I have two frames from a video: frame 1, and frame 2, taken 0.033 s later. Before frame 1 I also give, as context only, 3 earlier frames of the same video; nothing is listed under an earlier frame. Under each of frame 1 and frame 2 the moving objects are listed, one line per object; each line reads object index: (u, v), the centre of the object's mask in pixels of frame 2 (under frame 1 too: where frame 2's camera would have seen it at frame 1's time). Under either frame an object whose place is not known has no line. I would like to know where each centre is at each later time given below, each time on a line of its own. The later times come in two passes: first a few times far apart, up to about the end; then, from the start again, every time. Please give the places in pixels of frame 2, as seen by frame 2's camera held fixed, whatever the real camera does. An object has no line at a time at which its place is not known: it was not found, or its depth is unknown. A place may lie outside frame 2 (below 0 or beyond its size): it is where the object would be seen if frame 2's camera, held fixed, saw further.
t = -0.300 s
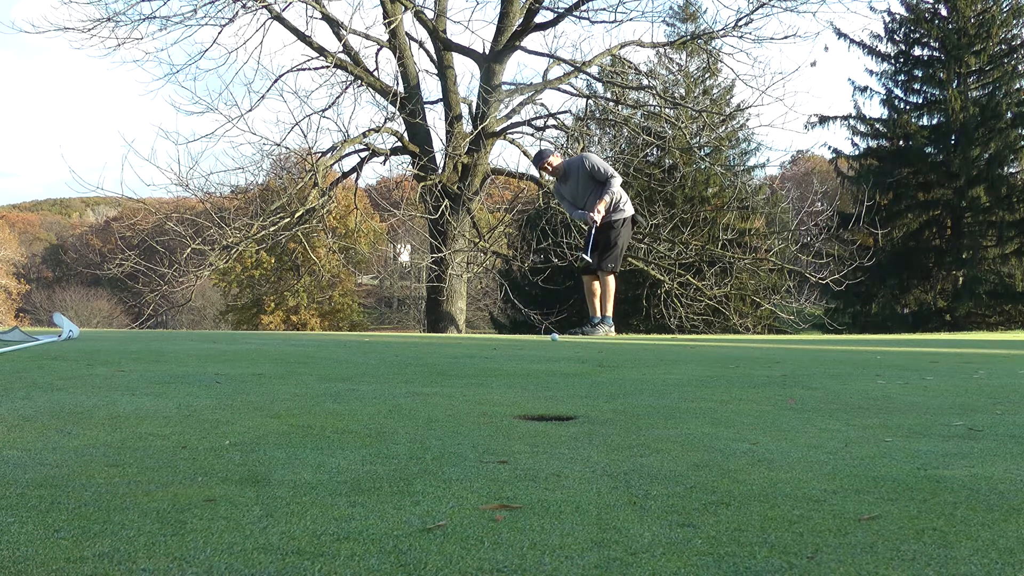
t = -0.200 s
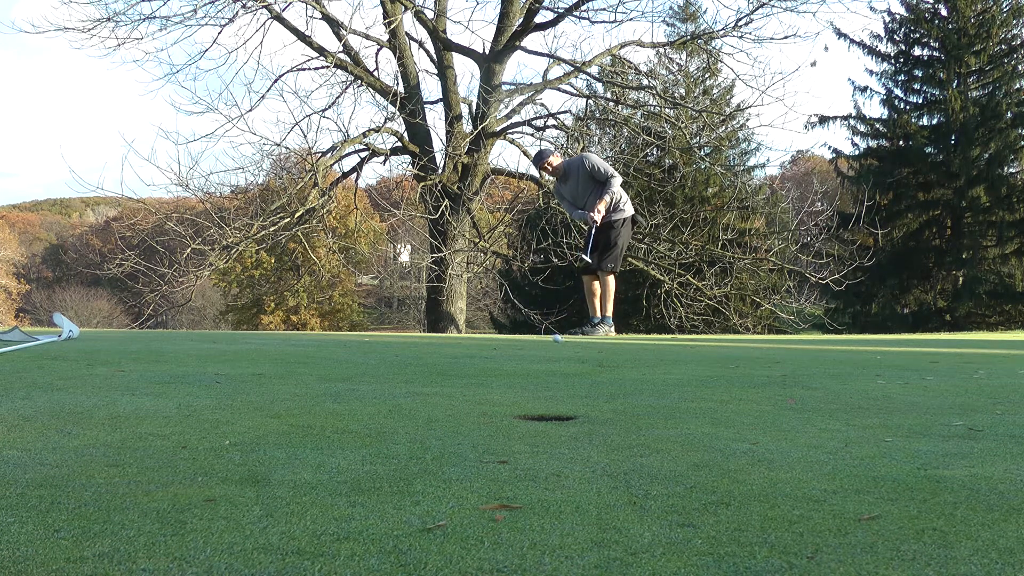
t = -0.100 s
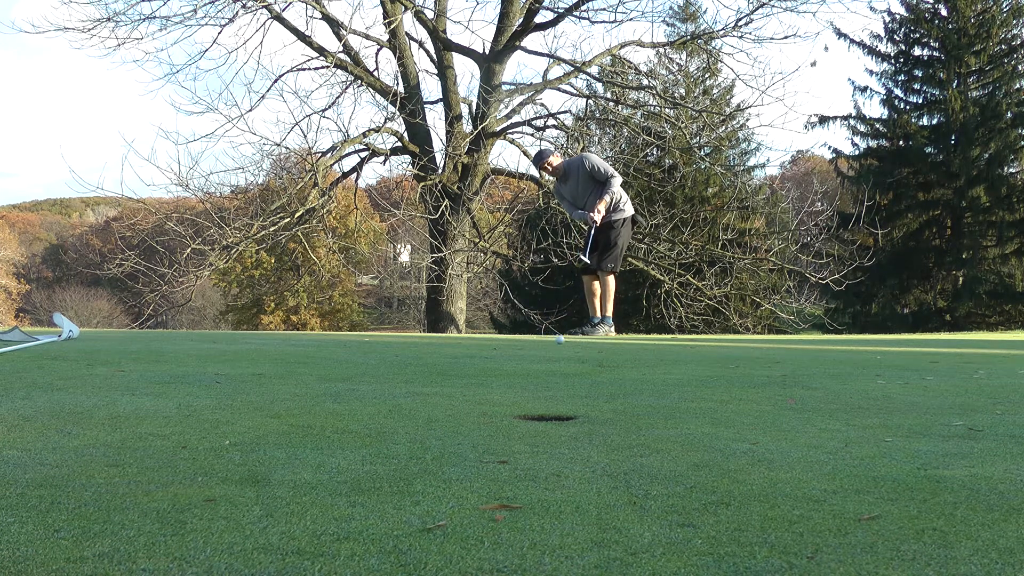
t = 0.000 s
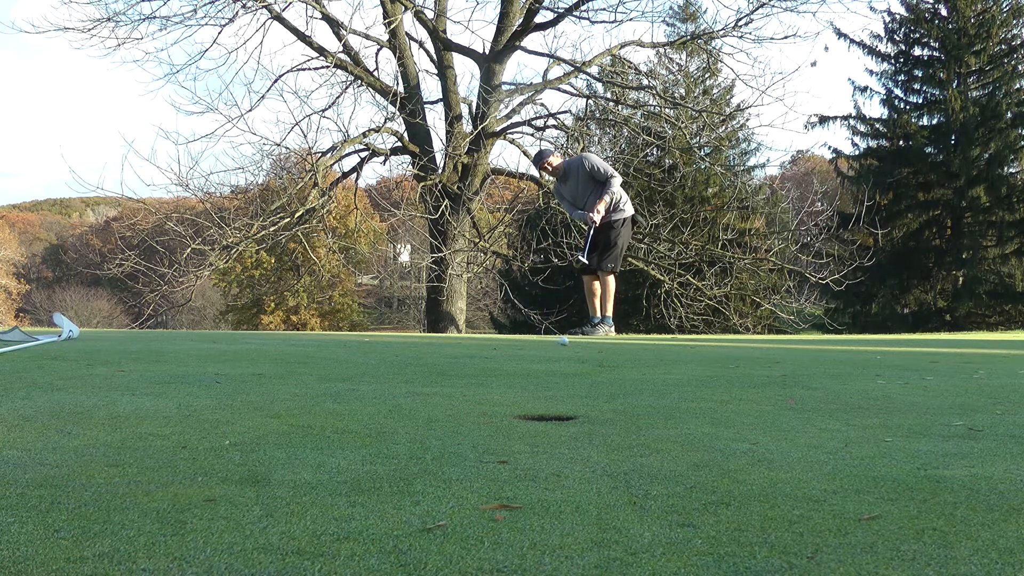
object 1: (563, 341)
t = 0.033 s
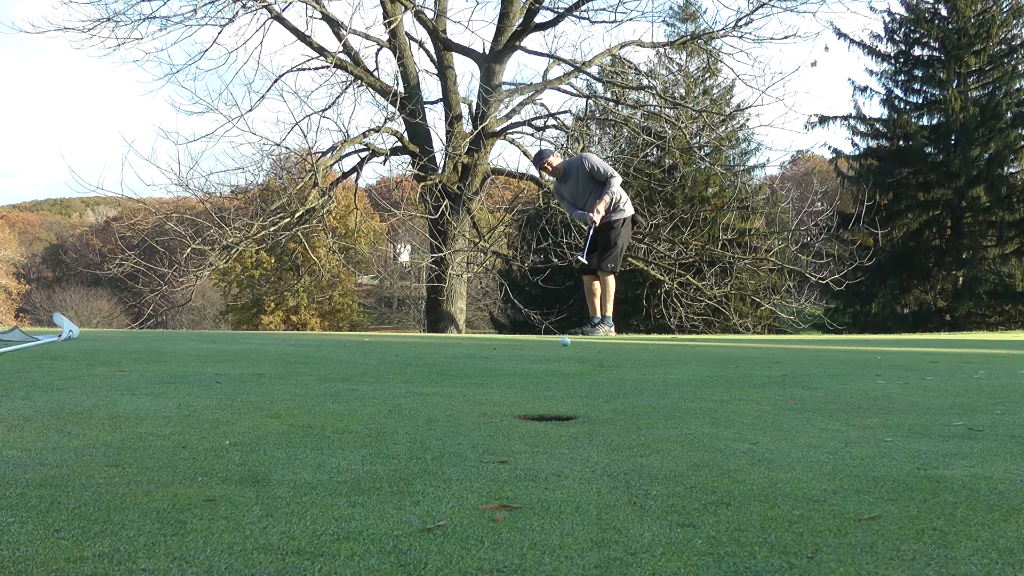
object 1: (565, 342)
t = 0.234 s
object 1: (576, 345)
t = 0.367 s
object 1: (583, 347)
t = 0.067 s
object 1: (567, 342)
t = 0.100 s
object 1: (569, 343)
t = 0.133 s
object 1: (571, 344)
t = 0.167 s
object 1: (572, 345)
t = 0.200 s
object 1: (574, 345)
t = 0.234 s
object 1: (576, 345)
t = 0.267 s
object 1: (578, 346)
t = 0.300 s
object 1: (579, 346)
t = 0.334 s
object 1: (581, 347)
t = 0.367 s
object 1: (583, 347)
